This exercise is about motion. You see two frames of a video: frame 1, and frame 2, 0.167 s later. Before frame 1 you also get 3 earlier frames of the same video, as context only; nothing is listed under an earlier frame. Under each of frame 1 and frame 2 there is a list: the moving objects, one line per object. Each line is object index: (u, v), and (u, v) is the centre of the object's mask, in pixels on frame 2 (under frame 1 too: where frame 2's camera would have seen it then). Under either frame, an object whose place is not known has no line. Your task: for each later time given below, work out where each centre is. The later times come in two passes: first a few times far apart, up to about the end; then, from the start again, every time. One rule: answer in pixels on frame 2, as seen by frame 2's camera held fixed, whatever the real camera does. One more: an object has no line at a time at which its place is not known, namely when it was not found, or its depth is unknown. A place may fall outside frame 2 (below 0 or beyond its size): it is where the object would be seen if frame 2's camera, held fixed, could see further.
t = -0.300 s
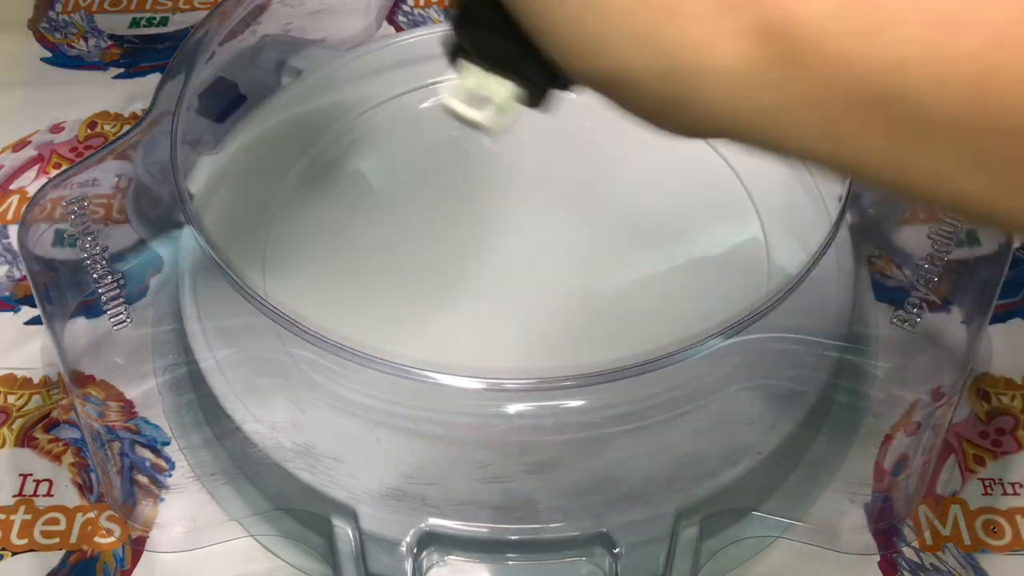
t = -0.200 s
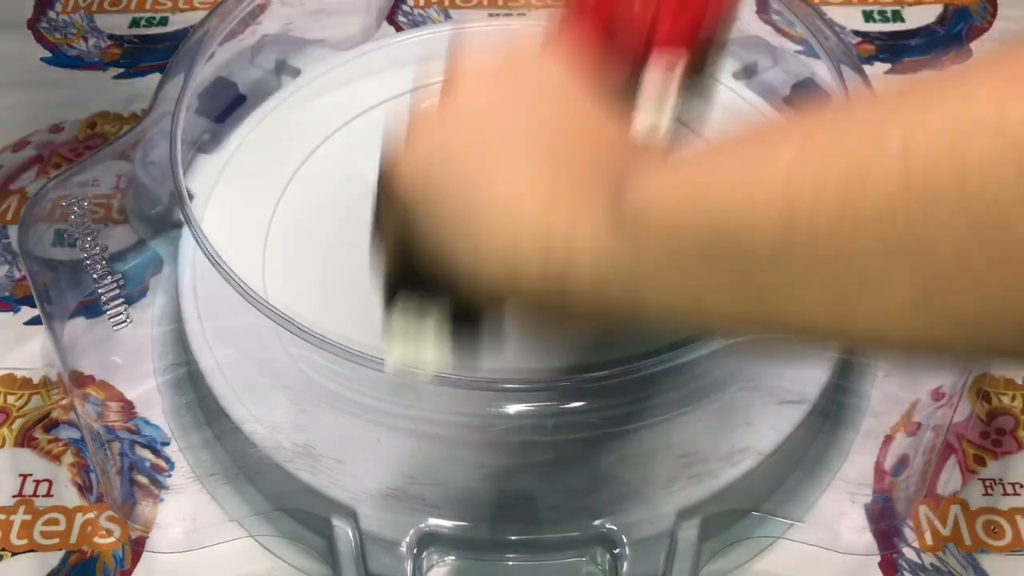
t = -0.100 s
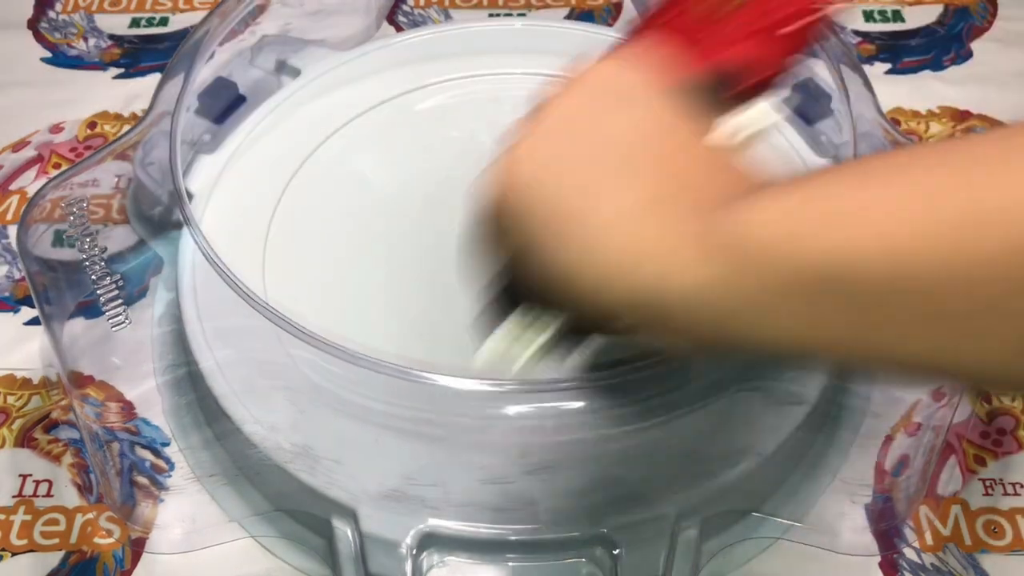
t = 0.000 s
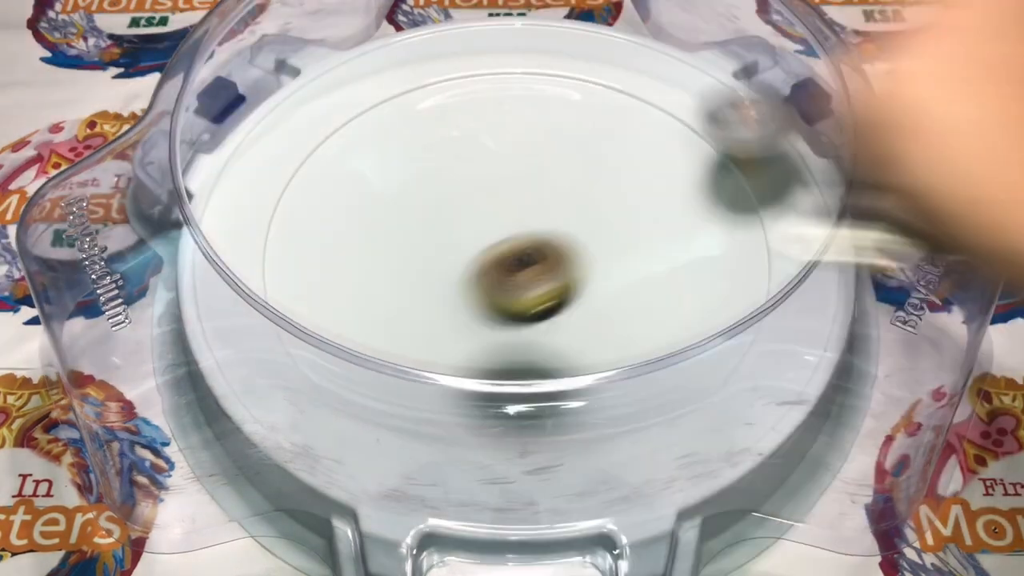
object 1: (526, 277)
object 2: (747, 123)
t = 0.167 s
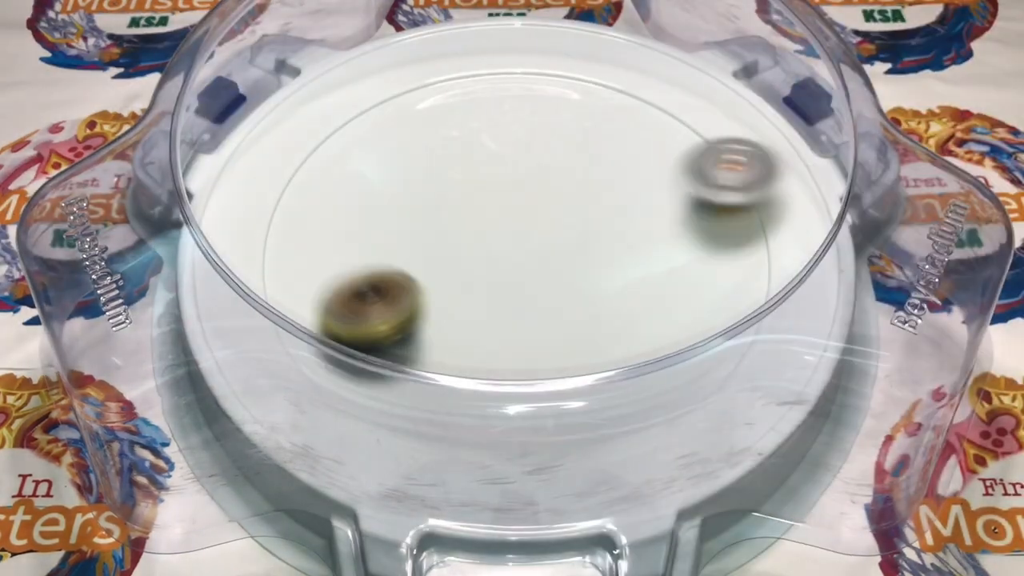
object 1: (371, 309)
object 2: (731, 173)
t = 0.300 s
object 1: (330, 256)
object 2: (582, 207)
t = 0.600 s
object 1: (297, 204)
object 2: (522, 270)
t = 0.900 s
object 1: (398, 276)
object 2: (559, 267)
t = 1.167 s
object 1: (383, 273)
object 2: (567, 181)
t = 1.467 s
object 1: (381, 260)
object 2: (482, 132)
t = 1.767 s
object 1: (413, 249)
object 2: (487, 178)
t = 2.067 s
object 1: (411, 223)
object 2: (594, 120)
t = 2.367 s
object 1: (448, 133)
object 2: (553, 161)
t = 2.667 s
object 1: (433, 151)
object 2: (611, 218)
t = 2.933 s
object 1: (533, 188)
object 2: (645, 221)
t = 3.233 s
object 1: (586, 97)
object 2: (685, 253)
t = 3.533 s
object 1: (517, 122)
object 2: (606, 265)
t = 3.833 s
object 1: (574, 236)
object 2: (522, 347)
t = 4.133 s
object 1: (698, 230)
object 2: (546, 354)
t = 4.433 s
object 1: (623, 188)
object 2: (505, 262)
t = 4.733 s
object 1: (463, 266)
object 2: (358, 225)
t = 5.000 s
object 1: (509, 395)
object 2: (373, 258)
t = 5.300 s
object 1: (646, 320)
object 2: (492, 227)
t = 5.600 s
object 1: (565, 197)
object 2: (470, 98)
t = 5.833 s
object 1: (471, 213)
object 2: (474, 96)
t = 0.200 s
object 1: (351, 293)
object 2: (699, 177)
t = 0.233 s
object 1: (337, 279)
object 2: (660, 196)
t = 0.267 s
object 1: (330, 269)
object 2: (621, 199)
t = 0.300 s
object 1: (330, 256)
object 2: (582, 207)
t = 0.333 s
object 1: (335, 245)
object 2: (541, 211)
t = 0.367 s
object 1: (345, 237)
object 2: (501, 215)
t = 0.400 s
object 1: (359, 229)
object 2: (465, 219)
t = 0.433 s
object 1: (345, 220)
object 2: (469, 226)
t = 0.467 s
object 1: (326, 212)
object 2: (482, 234)
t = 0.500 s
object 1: (311, 205)
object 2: (494, 242)
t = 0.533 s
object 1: (302, 202)
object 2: (506, 252)
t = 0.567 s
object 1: (297, 201)
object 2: (515, 261)
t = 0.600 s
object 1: (297, 204)
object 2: (522, 270)
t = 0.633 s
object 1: (301, 209)
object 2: (527, 277)
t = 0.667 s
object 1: (310, 216)
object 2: (528, 282)
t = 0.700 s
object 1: (323, 226)
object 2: (527, 283)
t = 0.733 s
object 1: (340, 237)
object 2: (524, 282)
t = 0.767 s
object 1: (360, 248)
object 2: (520, 279)
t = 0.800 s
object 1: (382, 258)
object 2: (518, 275)
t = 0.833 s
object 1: (404, 268)
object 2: (514, 272)
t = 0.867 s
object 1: (405, 274)
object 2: (534, 270)
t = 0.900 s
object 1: (398, 276)
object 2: (559, 267)
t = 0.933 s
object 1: (392, 280)
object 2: (578, 261)
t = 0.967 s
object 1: (388, 281)
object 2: (592, 252)
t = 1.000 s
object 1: (384, 282)
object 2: (600, 241)
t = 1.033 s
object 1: (381, 282)
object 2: (601, 229)
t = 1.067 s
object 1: (379, 281)
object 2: (599, 217)
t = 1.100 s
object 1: (379, 279)
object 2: (591, 203)
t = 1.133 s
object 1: (381, 277)
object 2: (581, 191)
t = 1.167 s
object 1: (383, 273)
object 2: (567, 181)
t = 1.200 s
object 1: (387, 269)
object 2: (550, 172)
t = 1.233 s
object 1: (392, 264)
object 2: (531, 168)
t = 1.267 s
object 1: (397, 258)
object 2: (511, 166)
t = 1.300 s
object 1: (404, 252)
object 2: (492, 168)
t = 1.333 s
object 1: (410, 245)
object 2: (473, 172)
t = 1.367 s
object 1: (413, 241)
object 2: (462, 172)
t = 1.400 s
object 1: (400, 250)
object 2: (469, 154)
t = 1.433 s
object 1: (390, 255)
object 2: (476, 142)
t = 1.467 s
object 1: (381, 260)
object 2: (482, 132)
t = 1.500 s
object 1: (375, 263)
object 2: (486, 128)
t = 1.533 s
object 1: (372, 266)
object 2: (490, 127)
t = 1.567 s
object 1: (372, 268)
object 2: (492, 130)
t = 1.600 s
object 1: (374, 268)
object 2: (493, 137)
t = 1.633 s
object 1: (379, 267)
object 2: (494, 144)
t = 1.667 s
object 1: (386, 264)
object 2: (492, 153)
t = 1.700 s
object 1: (394, 260)
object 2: (491, 162)
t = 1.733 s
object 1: (403, 255)
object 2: (489, 170)
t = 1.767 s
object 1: (413, 249)
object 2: (487, 178)
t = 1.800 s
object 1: (424, 242)
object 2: (487, 184)
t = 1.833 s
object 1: (417, 244)
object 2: (507, 175)
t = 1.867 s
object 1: (408, 247)
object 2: (531, 162)
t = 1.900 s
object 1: (402, 247)
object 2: (552, 150)
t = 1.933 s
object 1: (399, 245)
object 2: (568, 140)
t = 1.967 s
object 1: (399, 242)
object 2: (580, 131)
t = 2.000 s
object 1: (402, 237)
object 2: (589, 125)
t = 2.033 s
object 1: (406, 231)
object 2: (593, 121)
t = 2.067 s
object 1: (411, 223)
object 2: (594, 120)
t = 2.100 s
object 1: (418, 215)
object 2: (592, 120)
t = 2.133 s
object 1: (424, 204)
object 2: (587, 122)
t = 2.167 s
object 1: (432, 193)
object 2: (581, 124)
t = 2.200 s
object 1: (438, 181)
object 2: (573, 127)
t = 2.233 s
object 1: (445, 169)
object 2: (565, 133)
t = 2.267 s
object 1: (449, 159)
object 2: (557, 138)
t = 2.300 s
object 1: (454, 149)
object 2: (550, 145)
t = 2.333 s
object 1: (452, 141)
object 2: (550, 154)
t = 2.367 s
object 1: (448, 133)
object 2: (553, 161)
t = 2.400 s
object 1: (443, 128)
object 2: (557, 171)
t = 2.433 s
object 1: (439, 124)
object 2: (563, 179)
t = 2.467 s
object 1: (435, 122)
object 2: (570, 188)
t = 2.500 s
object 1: (431, 122)
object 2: (577, 195)
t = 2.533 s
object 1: (428, 125)
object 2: (584, 201)
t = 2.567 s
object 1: (426, 129)
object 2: (590, 207)
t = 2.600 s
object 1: (427, 135)
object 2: (597, 212)
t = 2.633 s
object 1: (429, 143)
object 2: (604, 215)
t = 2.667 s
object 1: (433, 151)
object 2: (611, 218)
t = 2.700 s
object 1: (439, 159)
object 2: (617, 220)
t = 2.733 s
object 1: (447, 168)
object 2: (623, 221)
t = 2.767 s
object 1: (458, 174)
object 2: (629, 221)
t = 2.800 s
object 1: (469, 180)
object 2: (634, 222)
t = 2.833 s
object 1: (483, 184)
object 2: (638, 221)
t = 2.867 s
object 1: (498, 187)
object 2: (642, 221)
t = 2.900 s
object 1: (515, 188)
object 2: (644, 221)
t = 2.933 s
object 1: (533, 188)
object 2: (645, 221)
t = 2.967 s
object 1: (550, 185)
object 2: (646, 221)
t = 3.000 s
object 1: (567, 181)
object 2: (646, 222)
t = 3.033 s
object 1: (573, 169)
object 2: (658, 230)
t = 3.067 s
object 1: (579, 155)
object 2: (668, 237)
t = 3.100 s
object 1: (584, 141)
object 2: (677, 243)
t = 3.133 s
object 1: (588, 129)
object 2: (683, 247)
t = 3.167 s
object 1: (590, 117)
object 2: (685, 249)
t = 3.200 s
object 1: (589, 106)
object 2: (687, 252)
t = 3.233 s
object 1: (586, 97)
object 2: (685, 253)
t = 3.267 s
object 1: (582, 91)
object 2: (682, 255)
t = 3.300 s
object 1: (576, 85)
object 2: (677, 255)
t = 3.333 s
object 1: (569, 83)
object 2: (670, 256)
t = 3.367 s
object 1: (562, 83)
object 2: (662, 257)
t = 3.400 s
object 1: (553, 85)
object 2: (652, 258)
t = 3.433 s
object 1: (544, 90)
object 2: (642, 259)
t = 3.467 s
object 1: (535, 98)
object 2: (630, 261)
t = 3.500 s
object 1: (526, 109)
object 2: (619, 263)
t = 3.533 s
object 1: (517, 122)
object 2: (606, 265)
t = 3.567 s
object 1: (510, 136)
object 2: (594, 269)
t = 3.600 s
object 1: (507, 152)
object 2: (582, 273)
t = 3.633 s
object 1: (507, 169)
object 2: (571, 278)
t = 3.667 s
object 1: (511, 186)
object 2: (561, 283)
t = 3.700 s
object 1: (519, 204)
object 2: (551, 290)
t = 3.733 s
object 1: (529, 220)
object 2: (542, 299)
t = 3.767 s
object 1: (544, 227)
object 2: (532, 320)
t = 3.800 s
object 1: (559, 231)
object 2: (524, 338)
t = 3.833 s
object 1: (574, 236)
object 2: (522, 347)
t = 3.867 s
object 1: (590, 240)
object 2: (520, 354)
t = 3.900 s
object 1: (605, 244)
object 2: (518, 372)
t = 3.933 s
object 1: (621, 247)
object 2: (519, 379)
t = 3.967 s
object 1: (636, 248)
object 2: (523, 383)
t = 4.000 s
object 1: (652, 247)
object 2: (527, 384)
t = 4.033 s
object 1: (666, 245)
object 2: (532, 382)
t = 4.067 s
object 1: (680, 241)
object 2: (538, 377)
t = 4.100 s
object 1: (690, 236)
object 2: (542, 373)
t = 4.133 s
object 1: (698, 230)
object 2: (546, 354)
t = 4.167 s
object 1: (701, 223)
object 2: (547, 349)
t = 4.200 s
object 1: (702, 216)
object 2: (546, 344)
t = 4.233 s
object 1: (699, 209)
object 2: (545, 332)
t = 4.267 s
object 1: (694, 203)
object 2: (542, 320)
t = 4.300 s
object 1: (685, 199)
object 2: (538, 308)
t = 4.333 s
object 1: (674, 195)
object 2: (532, 296)
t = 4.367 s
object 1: (660, 193)
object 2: (525, 283)
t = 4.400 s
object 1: (642, 190)
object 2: (516, 272)
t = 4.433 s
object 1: (623, 188)
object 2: (505, 262)
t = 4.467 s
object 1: (603, 187)
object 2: (492, 253)
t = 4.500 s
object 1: (582, 189)
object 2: (477, 245)
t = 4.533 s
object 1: (562, 193)
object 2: (460, 238)
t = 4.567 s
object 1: (543, 199)
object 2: (443, 233)
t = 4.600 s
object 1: (523, 207)
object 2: (424, 228)
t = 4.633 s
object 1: (505, 219)
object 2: (405, 226)
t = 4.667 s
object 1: (489, 233)
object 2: (387, 224)
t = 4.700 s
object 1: (474, 248)
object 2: (371, 224)
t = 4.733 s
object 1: (463, 266)
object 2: (358, 225)
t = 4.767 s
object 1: (455, 285)
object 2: (349, 227)
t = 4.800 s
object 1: (451, 305)
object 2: (342, 231)
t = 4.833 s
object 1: (452, 324)
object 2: (339, 235)
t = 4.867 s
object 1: (457, 337)
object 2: (340, 241)
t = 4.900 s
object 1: (468, 347)
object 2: (344, 245)
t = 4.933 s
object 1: (477, 368)
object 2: (351, 250)
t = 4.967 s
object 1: (491, 379)
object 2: (361, 254)
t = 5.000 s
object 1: (509, 395)
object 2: (373, 258)
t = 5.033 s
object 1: (527, 402)
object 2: (387, 260)
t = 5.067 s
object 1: (546, 405)
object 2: (402, 261)
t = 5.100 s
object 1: (568, 404)
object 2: (417, 261)
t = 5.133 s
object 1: (587, 397)
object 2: (432, 259)
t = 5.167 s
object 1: (606, 389)
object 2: (447, 256)
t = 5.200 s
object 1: (621, 379)
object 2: (460, 251)
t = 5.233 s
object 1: (633, 356)
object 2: (473, 245)
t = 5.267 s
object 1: (637, 332)
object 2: (482, 238)
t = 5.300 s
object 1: (646, 320)
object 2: (492, 227)
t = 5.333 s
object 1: (649, 301)
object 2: (498, 217)
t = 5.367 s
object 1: (645, 278)
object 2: (504, 206)
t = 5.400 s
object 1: (636, 256)
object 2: (509, 194)
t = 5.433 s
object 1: (622, 236)
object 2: (511, 182)
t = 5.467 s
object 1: (605, 217)
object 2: (511, 172)
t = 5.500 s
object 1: (587, 200)
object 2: (507, 160)
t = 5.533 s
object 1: (582, 198)
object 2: (491, 135)
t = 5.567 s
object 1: (574, 197)
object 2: (478, 115)
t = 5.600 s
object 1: (565, 197)
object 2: (470, 98)
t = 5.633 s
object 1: (553, 197)
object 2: (466, 88)
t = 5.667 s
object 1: (540, 198)
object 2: (464, 84)
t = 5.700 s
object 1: (527, 200)
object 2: (464, 83)
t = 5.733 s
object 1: (514, 202)
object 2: (465, 83)
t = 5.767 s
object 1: (500, 205)
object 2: (468, 86)
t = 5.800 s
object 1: (485, 208)
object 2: (471, 90)
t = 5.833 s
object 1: (471, 213)
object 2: (474, 96)
